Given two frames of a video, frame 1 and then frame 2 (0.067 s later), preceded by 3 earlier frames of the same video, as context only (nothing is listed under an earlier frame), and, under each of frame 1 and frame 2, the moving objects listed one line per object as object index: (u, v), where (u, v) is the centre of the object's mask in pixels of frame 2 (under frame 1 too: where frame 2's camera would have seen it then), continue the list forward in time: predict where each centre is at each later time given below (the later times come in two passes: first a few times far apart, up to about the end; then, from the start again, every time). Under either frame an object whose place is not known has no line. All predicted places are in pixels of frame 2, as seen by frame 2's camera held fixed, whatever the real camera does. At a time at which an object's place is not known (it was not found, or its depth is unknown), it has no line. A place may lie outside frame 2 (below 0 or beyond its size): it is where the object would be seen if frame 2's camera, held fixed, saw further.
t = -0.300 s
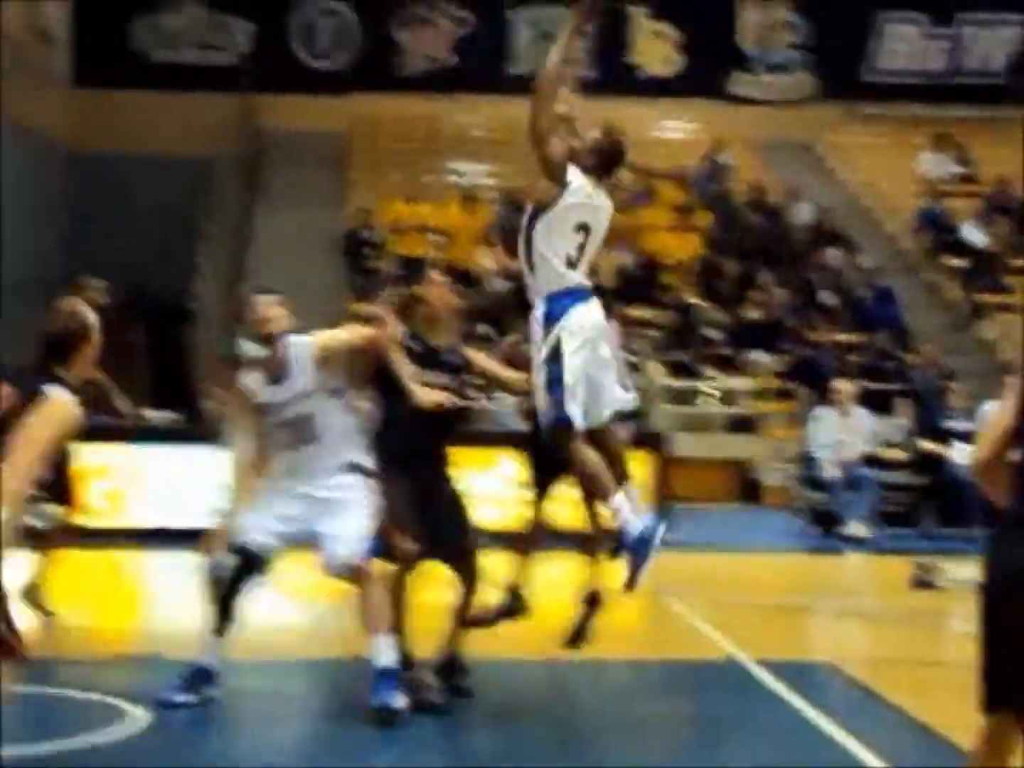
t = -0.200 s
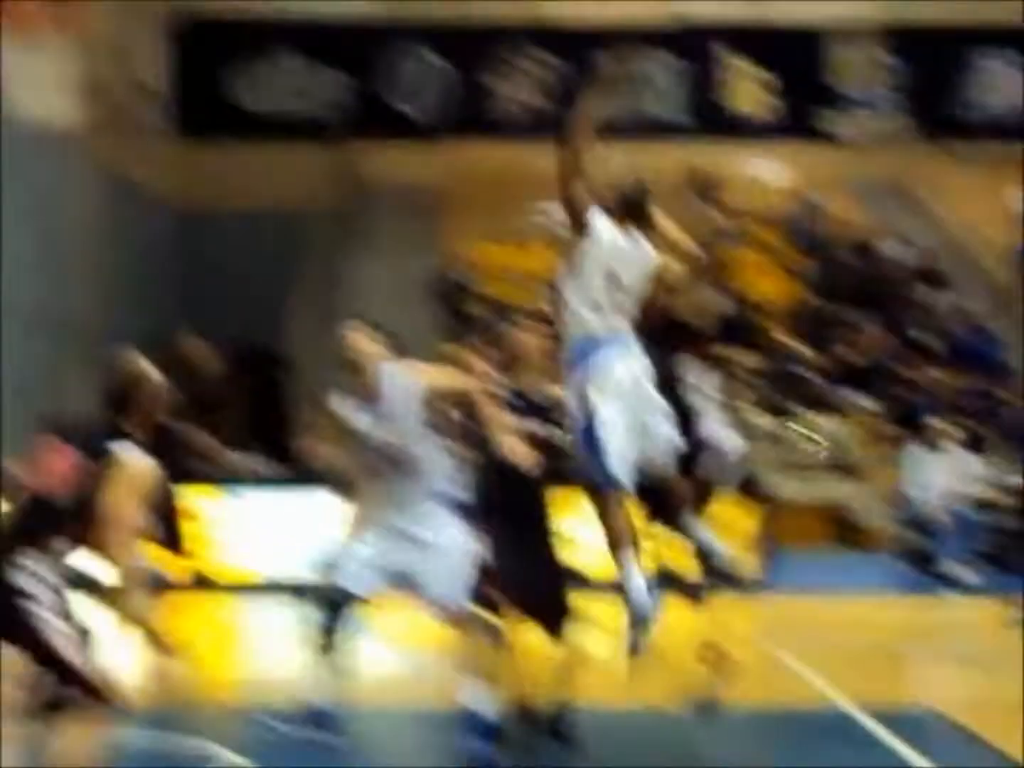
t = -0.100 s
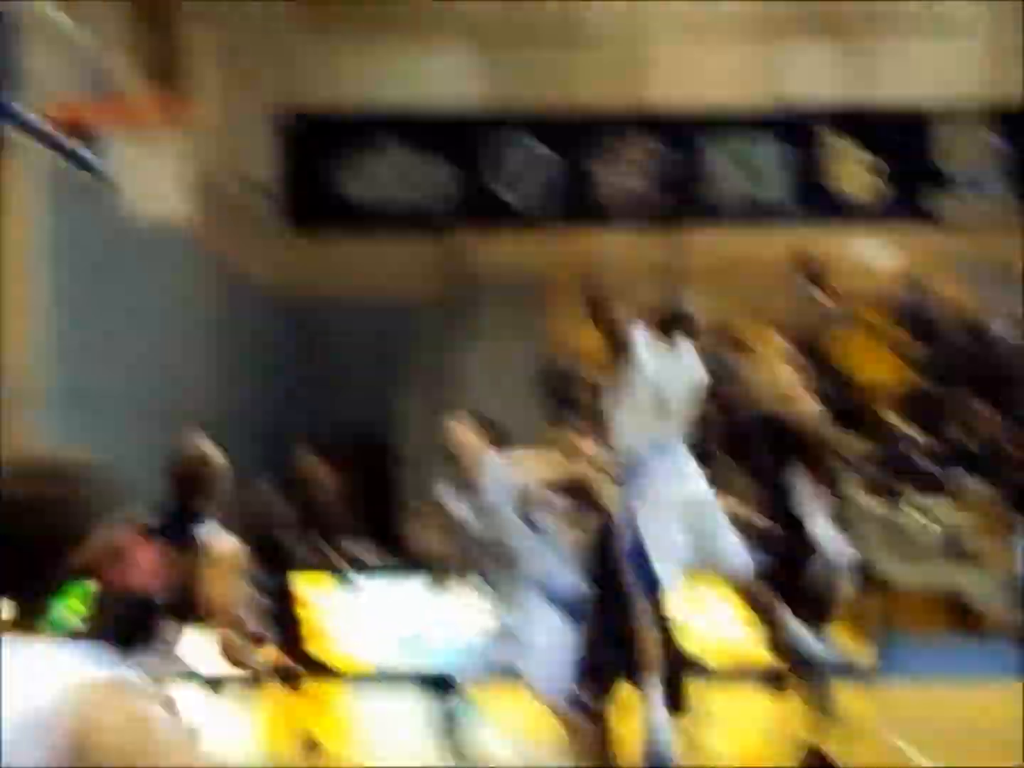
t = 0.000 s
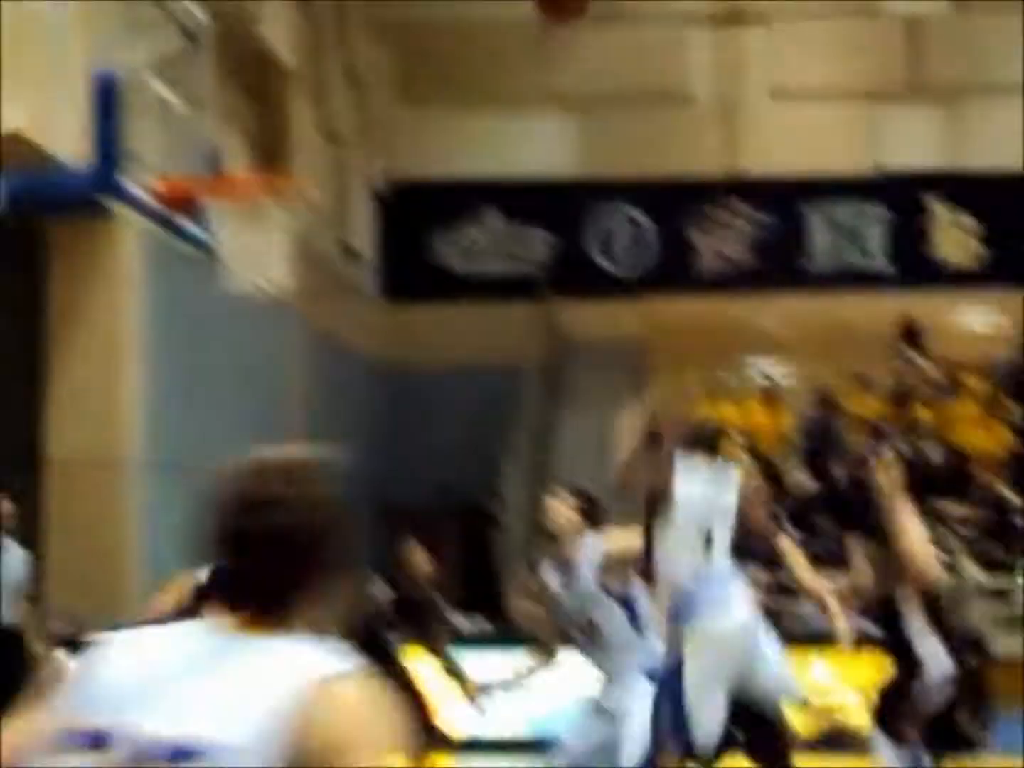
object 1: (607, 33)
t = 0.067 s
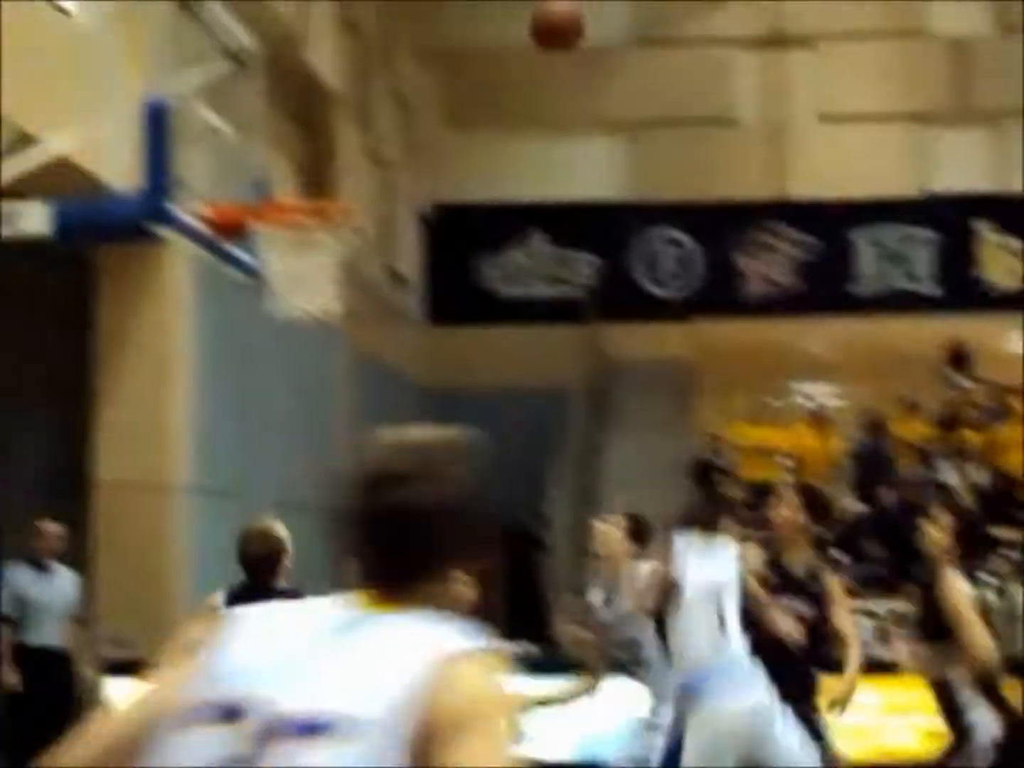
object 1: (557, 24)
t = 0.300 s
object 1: (386, 117)
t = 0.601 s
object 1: (256, 172)
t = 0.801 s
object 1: (330, 192)
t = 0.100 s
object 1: (533, 26)
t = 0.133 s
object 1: (508, 35)
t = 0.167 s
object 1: (482, 47)
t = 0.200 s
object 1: (459, 60)
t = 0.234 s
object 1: (433, 77)
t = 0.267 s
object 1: (411, 96)
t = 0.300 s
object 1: (386, 117)
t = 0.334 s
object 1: (362, 139)
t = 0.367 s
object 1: (335, 168)
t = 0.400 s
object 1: (317, 175)
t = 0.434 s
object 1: (303, 172)
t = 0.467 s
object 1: (287, 168)
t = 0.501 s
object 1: (271, 167)
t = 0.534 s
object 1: (255, 171)
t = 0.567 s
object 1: (245, 175)
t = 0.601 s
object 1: (256, 172)
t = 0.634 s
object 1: (269, 172)
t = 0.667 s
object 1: (285, 175)
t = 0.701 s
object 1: (298, 177)
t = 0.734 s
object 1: (312, 183)
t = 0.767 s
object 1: (329, 188)
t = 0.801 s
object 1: (330, 192)
